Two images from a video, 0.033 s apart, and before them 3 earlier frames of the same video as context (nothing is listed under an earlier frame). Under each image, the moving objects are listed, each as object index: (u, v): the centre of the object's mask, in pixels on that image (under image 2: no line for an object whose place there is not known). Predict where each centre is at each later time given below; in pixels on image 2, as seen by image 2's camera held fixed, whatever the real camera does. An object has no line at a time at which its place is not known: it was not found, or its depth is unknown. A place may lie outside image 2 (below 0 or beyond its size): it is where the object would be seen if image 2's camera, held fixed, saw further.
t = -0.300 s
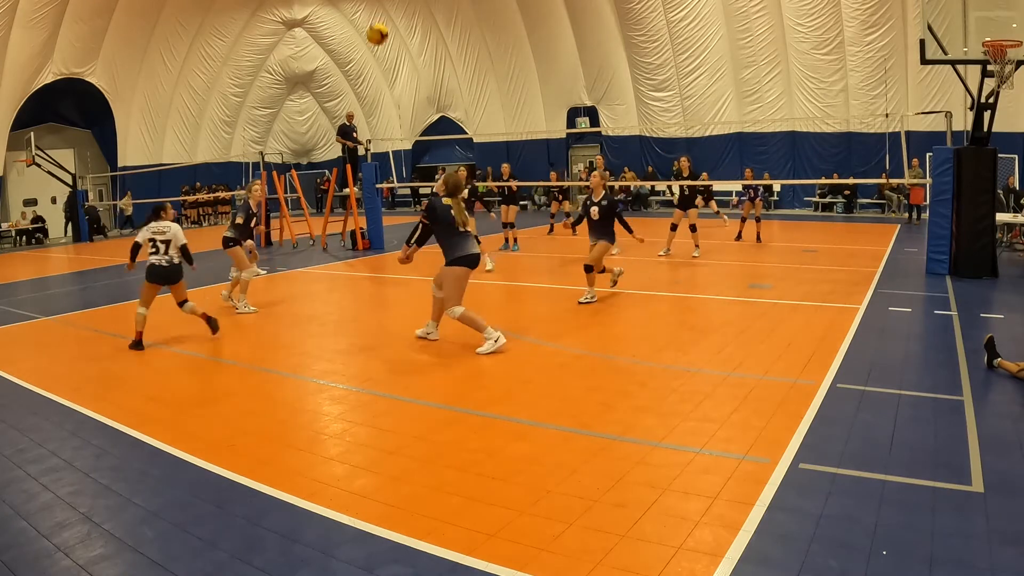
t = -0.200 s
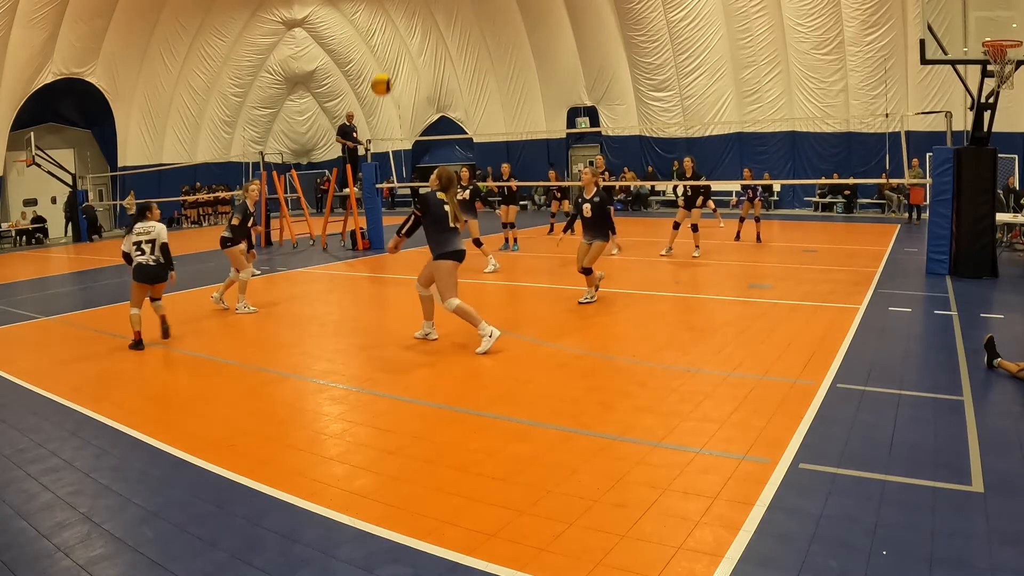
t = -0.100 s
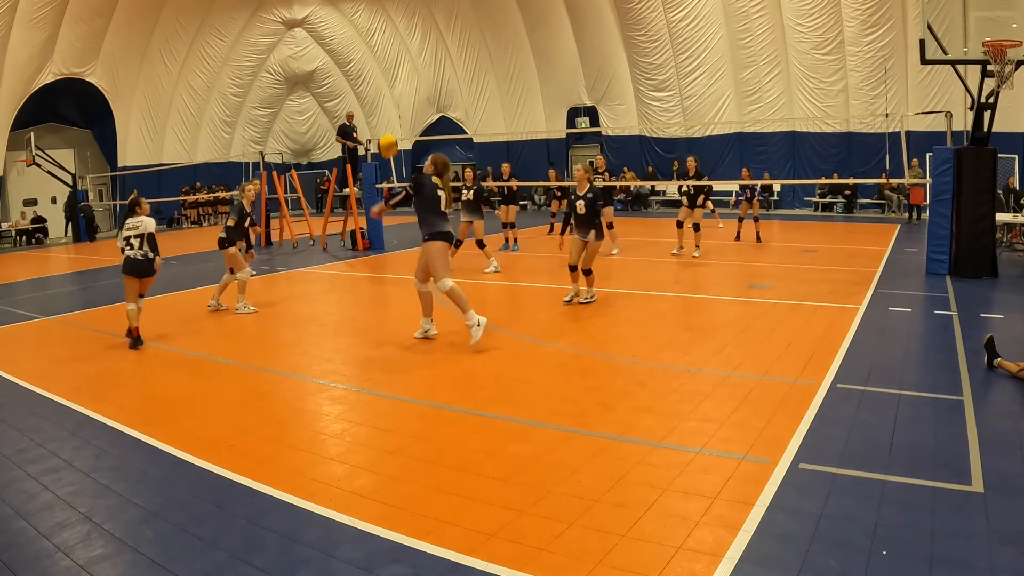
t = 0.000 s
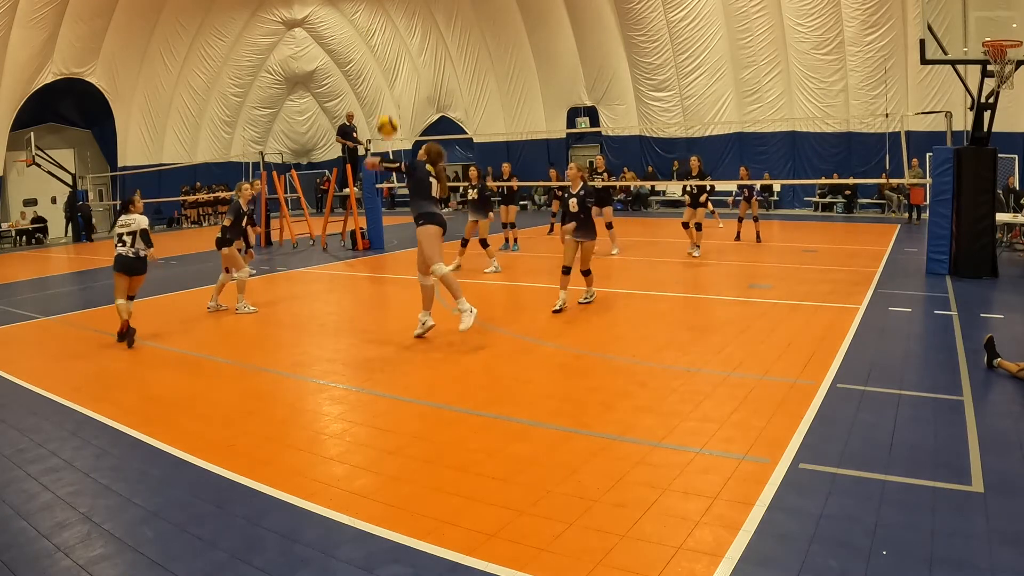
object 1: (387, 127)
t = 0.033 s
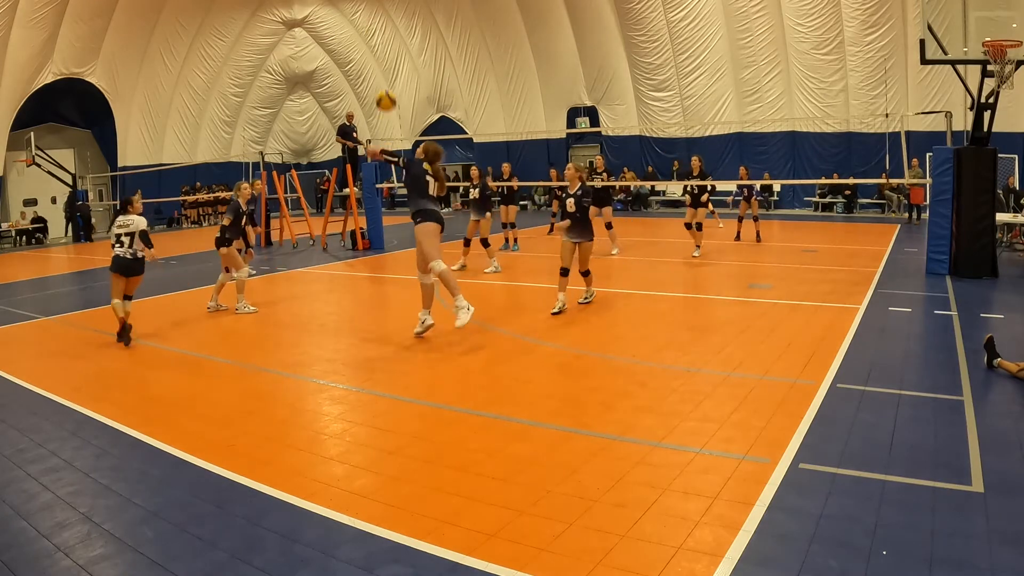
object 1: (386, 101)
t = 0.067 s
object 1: (385, 78)
